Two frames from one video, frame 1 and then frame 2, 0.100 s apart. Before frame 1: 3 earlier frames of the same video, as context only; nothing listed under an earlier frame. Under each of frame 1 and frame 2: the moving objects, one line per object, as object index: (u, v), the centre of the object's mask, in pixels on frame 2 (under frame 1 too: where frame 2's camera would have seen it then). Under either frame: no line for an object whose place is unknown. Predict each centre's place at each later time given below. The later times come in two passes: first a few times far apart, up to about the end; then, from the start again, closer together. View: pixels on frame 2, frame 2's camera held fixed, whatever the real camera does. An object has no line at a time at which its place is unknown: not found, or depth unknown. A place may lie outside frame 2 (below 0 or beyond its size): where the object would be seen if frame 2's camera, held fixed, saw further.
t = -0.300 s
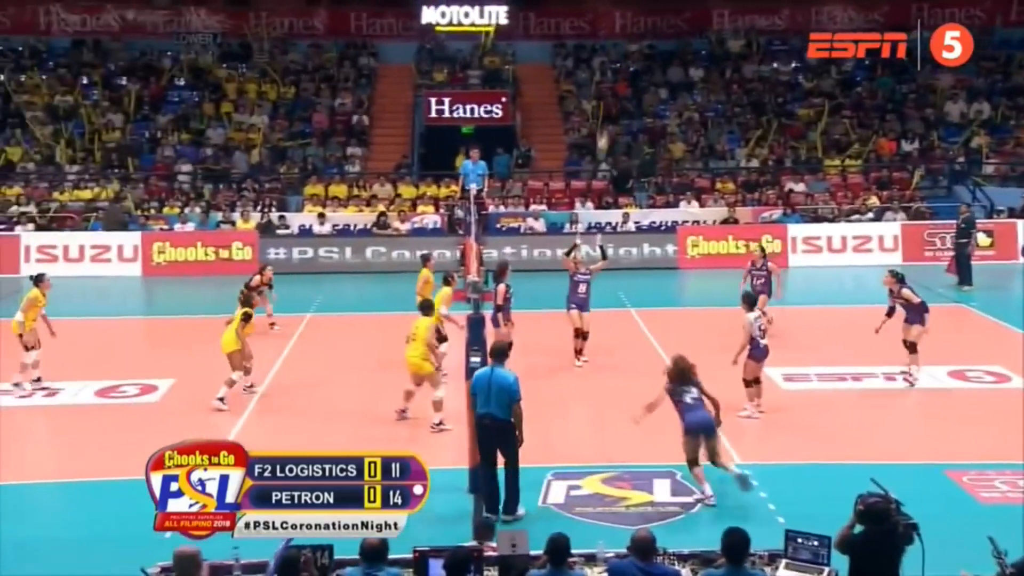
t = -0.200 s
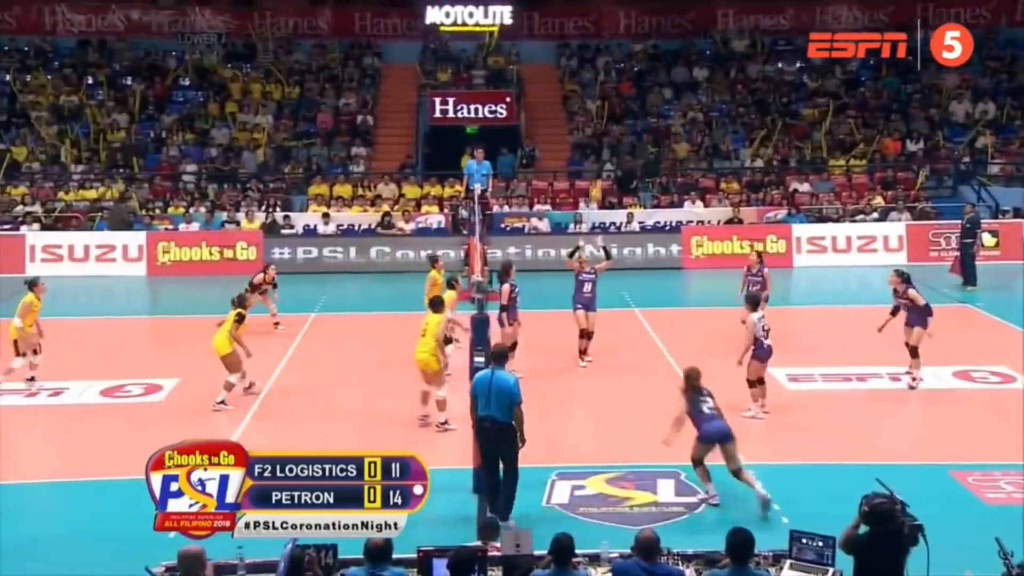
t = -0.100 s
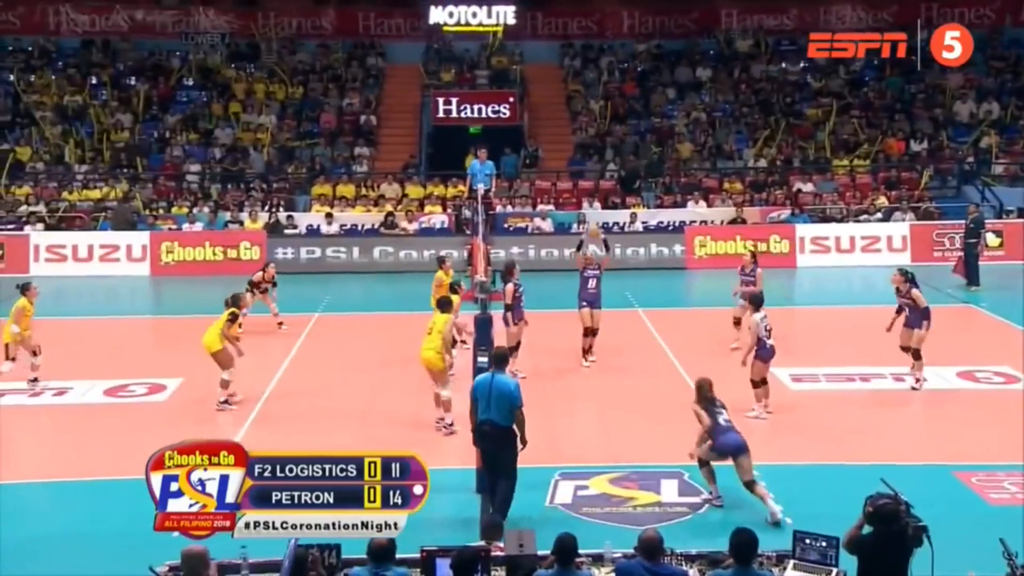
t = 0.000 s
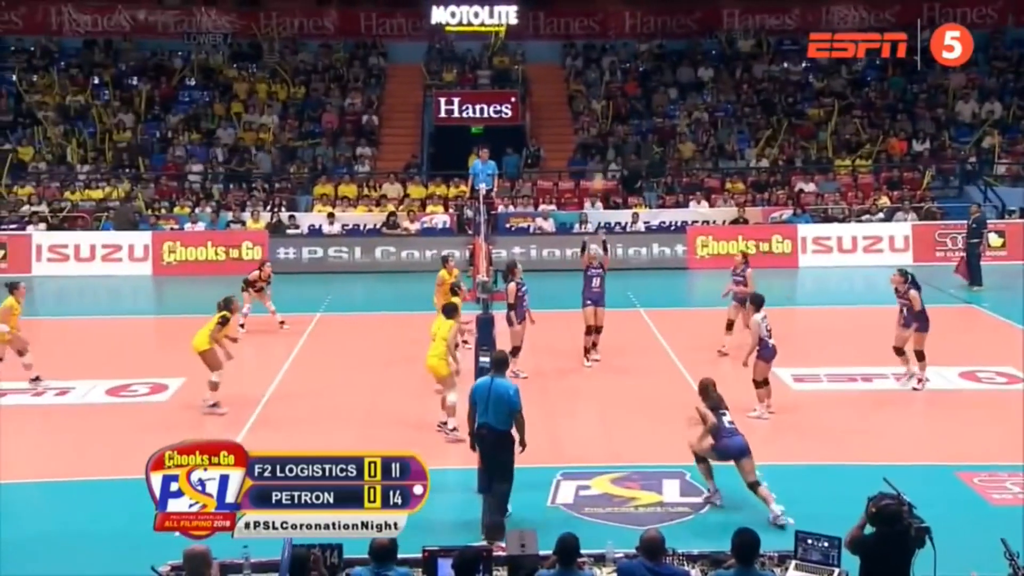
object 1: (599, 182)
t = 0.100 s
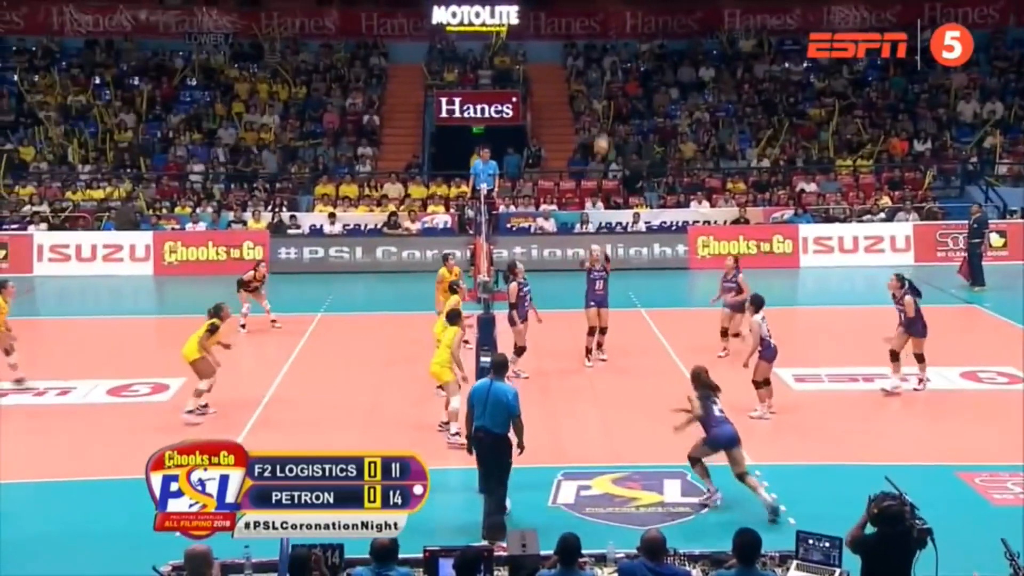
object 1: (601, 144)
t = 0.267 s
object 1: (606, 91)
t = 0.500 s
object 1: (612, 47)
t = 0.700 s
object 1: (618, 42)
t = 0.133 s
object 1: (602, 132)
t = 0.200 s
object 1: (604, 110)
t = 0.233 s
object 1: (605, 100)
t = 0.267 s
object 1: (606, 91)
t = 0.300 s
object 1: (607, 84)
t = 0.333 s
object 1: (608, 75)
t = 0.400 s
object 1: (609, 61)
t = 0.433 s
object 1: (610, 57)
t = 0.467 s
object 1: (611, 51)
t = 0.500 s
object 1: (612, 47)
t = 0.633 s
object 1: (616, 39)
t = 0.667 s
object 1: (617, 40)
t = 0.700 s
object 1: (618, 42)
